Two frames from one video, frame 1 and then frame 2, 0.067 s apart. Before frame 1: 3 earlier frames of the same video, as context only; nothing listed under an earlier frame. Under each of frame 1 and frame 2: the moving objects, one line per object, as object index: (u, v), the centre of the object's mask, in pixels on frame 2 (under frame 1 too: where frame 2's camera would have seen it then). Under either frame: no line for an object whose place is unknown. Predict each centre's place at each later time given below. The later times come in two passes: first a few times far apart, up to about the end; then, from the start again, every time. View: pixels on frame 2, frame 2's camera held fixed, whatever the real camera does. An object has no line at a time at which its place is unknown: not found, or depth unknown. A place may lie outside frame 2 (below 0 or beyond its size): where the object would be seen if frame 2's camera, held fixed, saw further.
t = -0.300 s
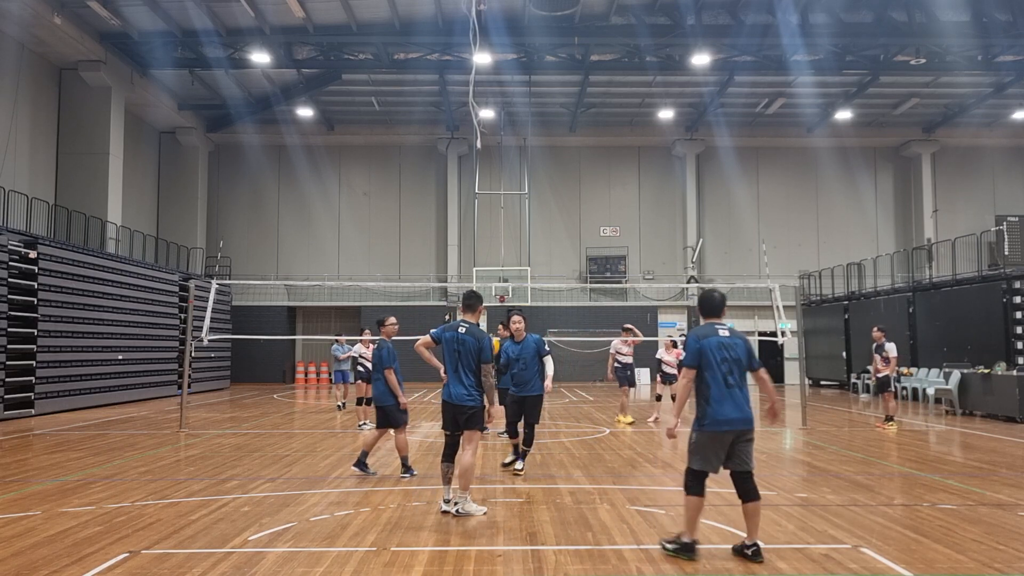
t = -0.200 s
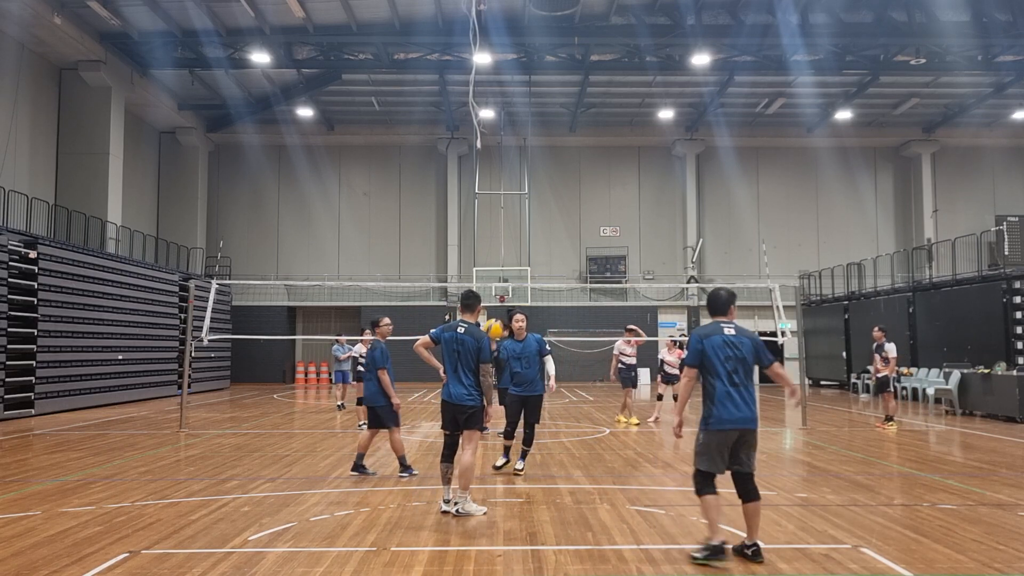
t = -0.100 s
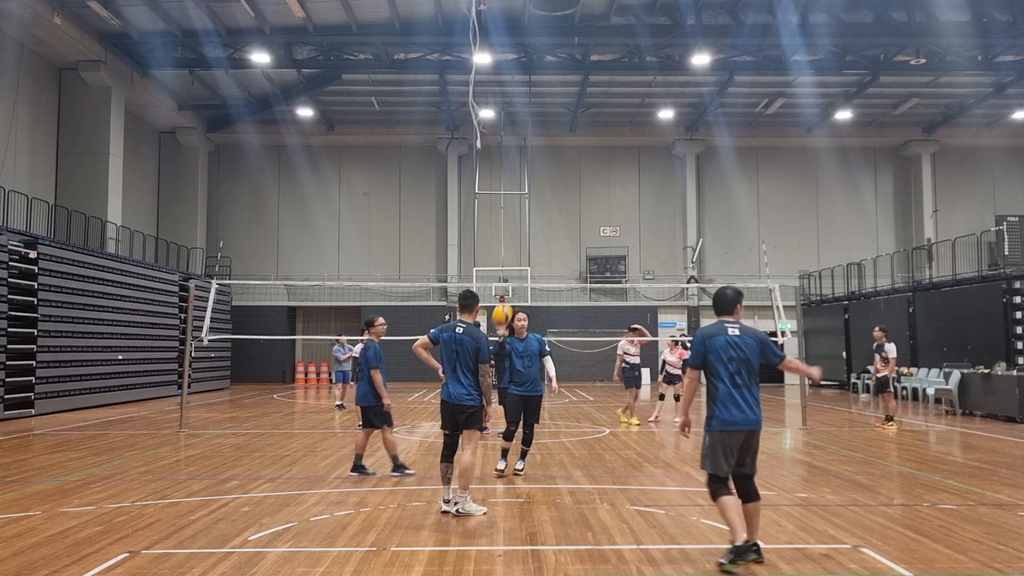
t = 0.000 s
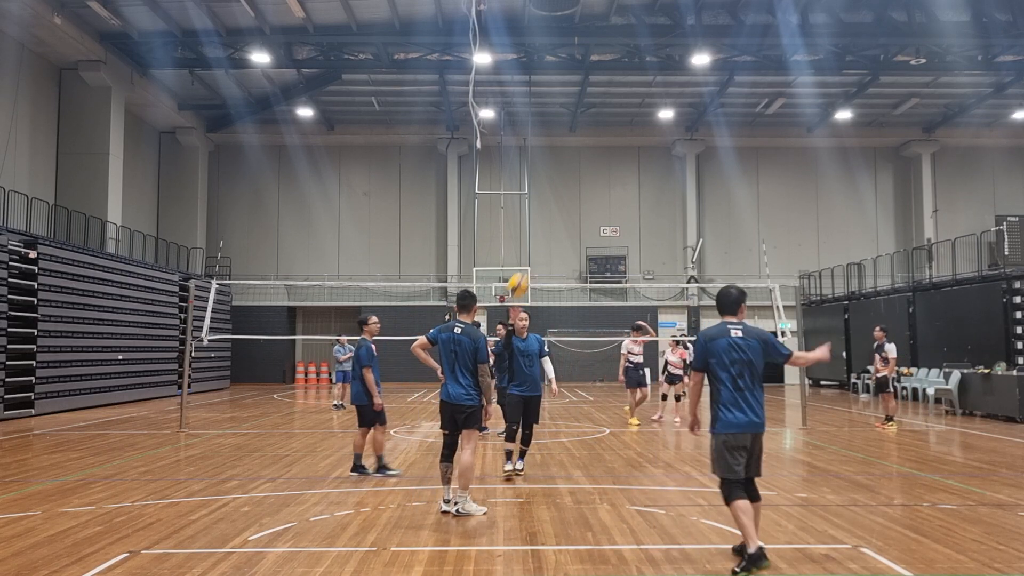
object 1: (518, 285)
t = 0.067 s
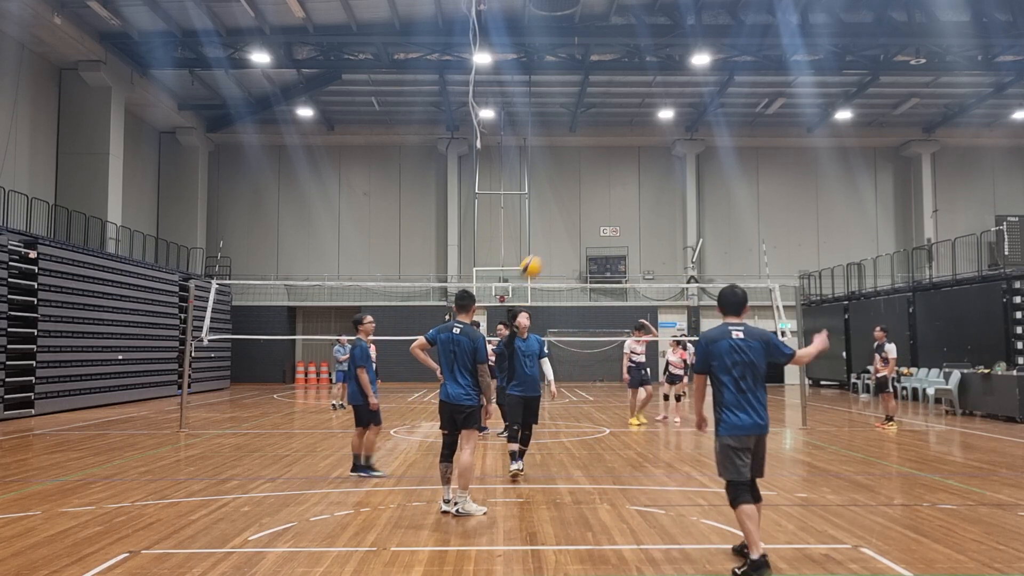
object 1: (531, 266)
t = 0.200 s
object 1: (559, 242)
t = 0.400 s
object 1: (607, 235)
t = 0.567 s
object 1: (654, 267)
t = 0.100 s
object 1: (538, 259)
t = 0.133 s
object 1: (545, 252)
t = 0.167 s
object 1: (552, 247)
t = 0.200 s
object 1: (559, 242)
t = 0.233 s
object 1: (566, 238)
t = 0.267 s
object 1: (574, 235)
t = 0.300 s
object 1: (582, 234)
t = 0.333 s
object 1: (590, 233)
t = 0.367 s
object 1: (598, 234)
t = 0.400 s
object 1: (607, 235)
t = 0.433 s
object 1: (616, 239)
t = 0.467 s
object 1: (626, 244)
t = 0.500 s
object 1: (635, 250)
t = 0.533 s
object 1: (644, 258)
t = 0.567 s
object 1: (654, 267)
